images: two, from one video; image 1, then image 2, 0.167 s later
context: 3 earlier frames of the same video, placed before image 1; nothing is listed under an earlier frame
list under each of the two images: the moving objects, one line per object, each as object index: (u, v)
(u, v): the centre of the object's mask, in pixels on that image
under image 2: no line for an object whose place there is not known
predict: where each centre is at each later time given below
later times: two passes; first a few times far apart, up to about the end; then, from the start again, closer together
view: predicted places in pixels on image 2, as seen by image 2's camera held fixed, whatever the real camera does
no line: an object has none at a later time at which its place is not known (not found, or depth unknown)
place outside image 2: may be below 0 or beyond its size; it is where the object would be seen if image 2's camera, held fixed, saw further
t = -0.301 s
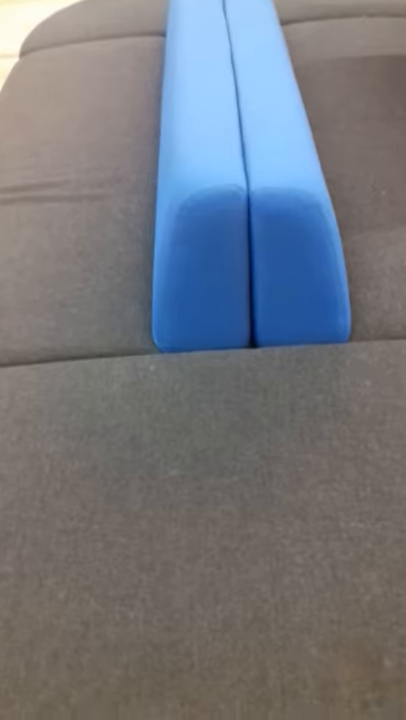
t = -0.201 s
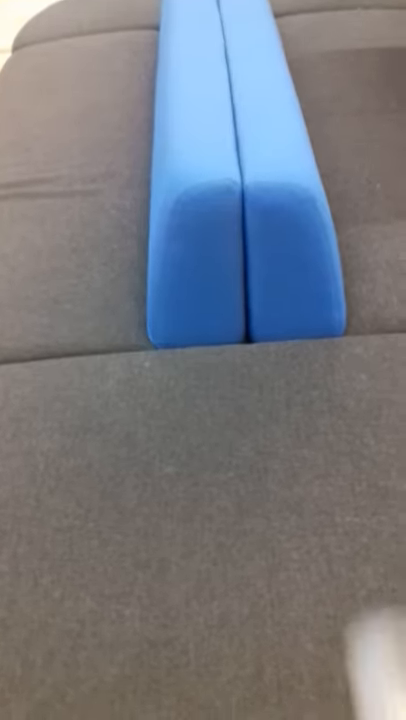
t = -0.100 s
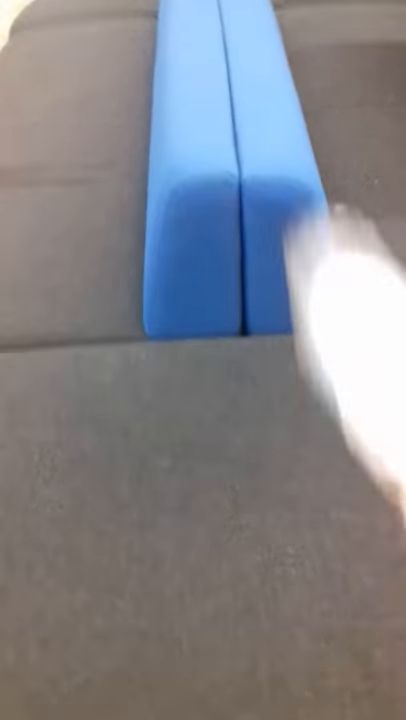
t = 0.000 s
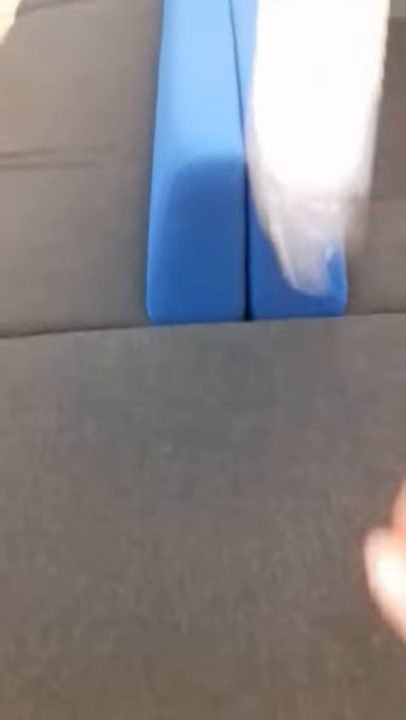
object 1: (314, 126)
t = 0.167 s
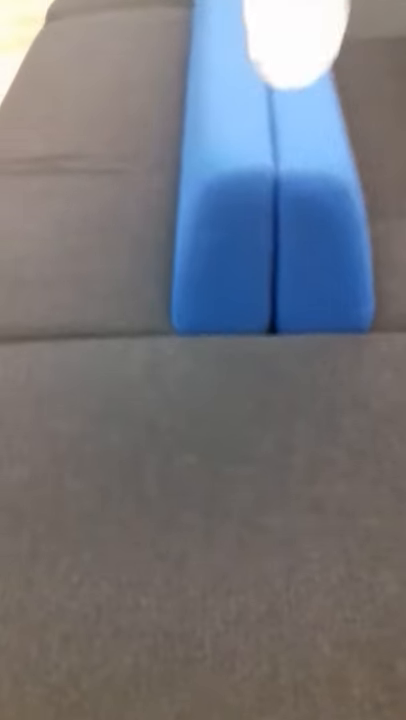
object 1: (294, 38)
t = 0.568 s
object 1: (213, 414)
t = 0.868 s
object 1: (201, 483)
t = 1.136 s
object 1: (202, 484)
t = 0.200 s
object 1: (280, 64)
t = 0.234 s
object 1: (268, 93)
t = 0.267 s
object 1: (259, 118)
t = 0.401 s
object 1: (234, 288)
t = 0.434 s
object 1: (226, 350)
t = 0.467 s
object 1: (224, 385)
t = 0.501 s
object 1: (221, 388)
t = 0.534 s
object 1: (217, 398)
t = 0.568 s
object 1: (213, 414)
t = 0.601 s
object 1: (209, 437)
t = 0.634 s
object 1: (207, 455)
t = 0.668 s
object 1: (206, 460)
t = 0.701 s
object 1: (204, 466)
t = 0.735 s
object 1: (203, 470)
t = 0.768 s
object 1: (203, 474)
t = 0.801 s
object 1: (202, 478)
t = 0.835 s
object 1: (202, 481)
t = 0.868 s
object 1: (201, 483)
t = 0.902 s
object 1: (202, 485)
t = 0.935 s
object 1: (202, 485)
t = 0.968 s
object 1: (202, 485)
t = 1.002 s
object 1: (202, 485)
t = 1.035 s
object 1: (203, 485)
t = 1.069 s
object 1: (203, 485)
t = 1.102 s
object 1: (202, 485)
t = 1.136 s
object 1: (202, 484)
